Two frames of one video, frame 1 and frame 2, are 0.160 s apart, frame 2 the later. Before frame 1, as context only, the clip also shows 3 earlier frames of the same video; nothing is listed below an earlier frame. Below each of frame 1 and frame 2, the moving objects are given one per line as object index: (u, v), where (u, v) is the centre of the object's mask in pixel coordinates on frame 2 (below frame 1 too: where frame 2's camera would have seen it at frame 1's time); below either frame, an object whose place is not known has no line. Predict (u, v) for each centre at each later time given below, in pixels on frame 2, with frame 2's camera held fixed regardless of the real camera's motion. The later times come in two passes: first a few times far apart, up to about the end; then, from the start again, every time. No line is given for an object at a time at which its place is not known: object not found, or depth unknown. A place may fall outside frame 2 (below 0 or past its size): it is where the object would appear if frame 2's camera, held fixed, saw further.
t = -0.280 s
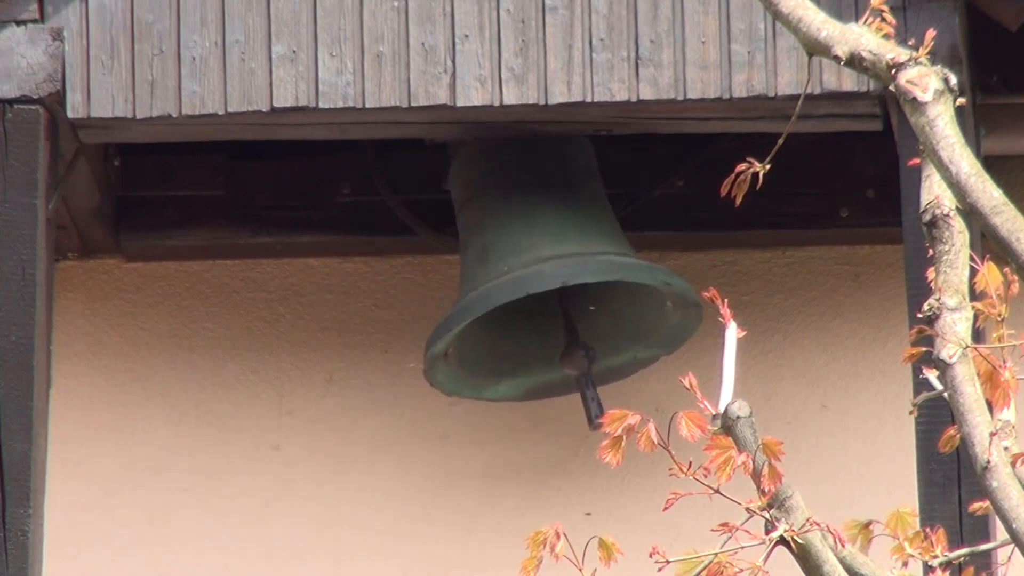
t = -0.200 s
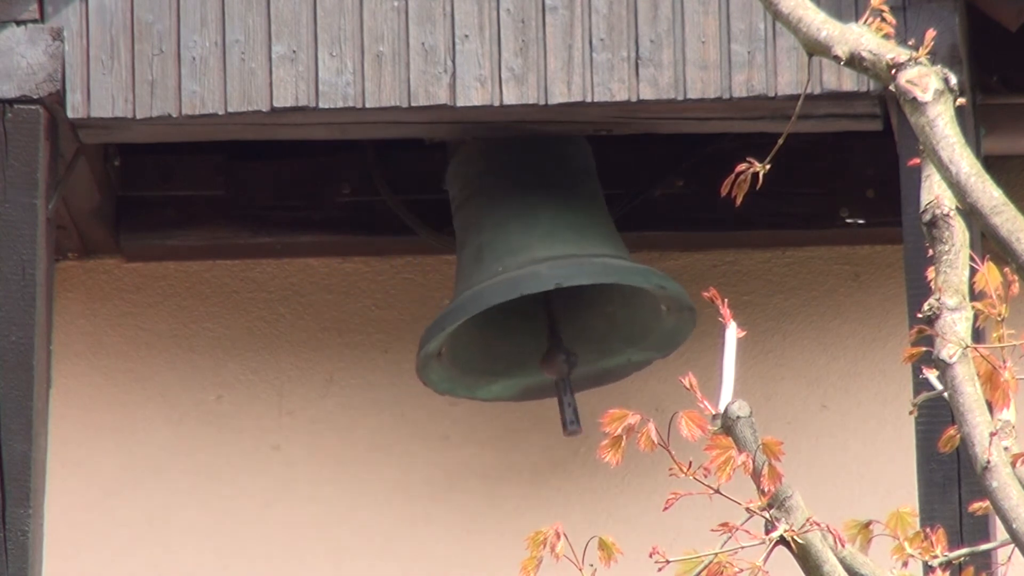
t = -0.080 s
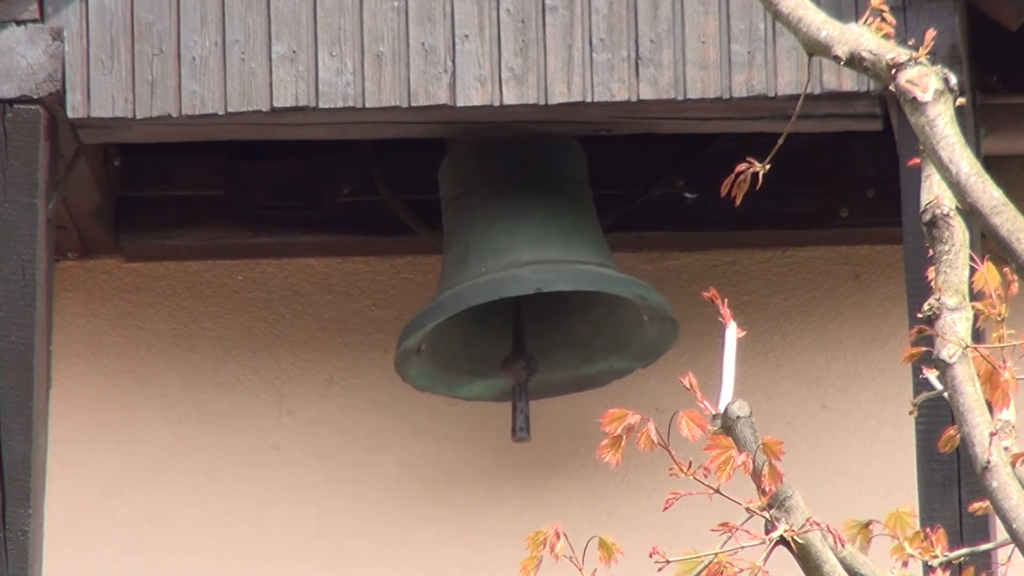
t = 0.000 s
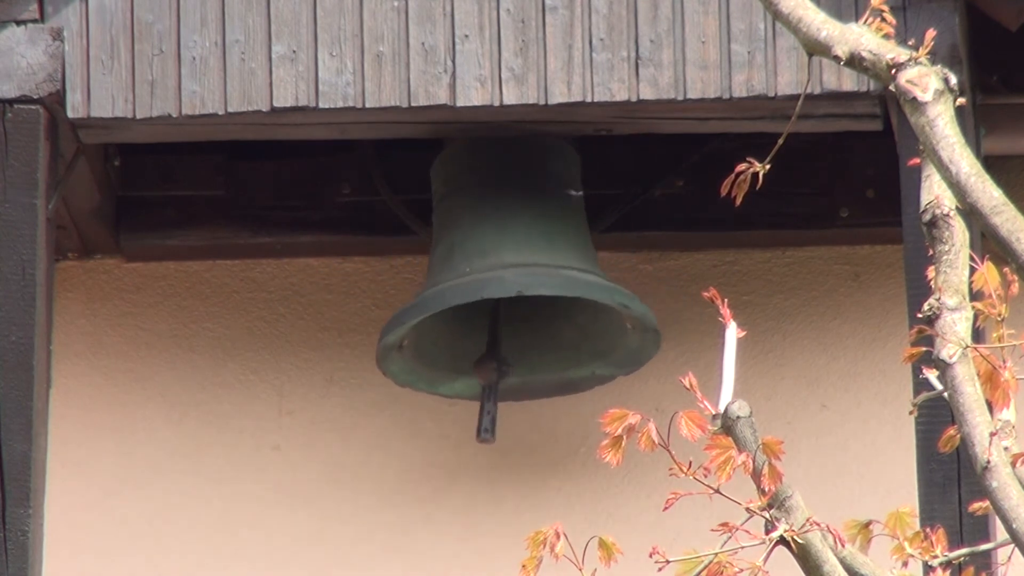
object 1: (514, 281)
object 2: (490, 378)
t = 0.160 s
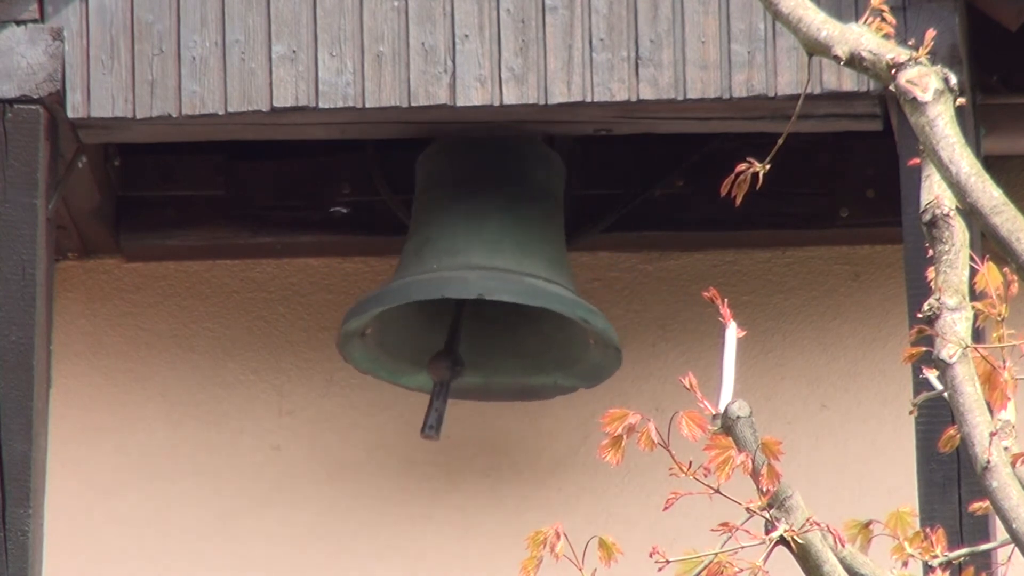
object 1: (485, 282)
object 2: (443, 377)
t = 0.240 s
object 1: (473, 281)
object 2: (430, 376)
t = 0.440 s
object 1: (459, 279)
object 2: (431, 377)
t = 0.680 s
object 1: (474, 281)
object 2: (482, 379)
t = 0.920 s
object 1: (505, 282)
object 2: (532, 375)
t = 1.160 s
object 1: (523, 280)
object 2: (542, 375)
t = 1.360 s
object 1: (518, 281)
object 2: (518, 378)
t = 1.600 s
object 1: (497, 282)
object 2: (480, 378)
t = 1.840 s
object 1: (482, 282)
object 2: (464, 378)
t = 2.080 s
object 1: (483, 282)
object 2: (477, 379)
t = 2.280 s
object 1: (492, 282)
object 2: (500, 379)
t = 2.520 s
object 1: (501, 282)
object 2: (516, 376)
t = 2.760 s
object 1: (502, 282)
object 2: (508, 377)
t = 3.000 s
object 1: (500, 282)
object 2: (489, 378)
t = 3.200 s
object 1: (499, 282)
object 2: (481, 378)
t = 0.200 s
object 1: (478, 281)
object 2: (436, 376)
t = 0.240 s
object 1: (473, 281)
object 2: (430, 376)
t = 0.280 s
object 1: (467, 280)
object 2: (426, 375)
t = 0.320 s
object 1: (464, 280)
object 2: (425, 375)
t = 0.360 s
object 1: (461, 279)
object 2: (425, 375)
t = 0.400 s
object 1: (459, 279)
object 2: (427, 376)
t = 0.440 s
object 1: (459, 279)
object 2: (431, 377)
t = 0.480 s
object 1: (459, 279)
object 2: (437, 377)
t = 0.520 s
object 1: (460, 280)
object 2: (445, 379)
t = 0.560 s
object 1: (463, 280)
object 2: (453, 378)
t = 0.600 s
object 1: (466, 281)
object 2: (462, 379)
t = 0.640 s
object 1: (470, 281)
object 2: (472, 379)
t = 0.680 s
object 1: (474, 281)
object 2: (482, 379)
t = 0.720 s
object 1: (479, 281)
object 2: (492, 379)
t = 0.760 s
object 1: (484, 282)
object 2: (501, 378)
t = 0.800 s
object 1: (490, 282)
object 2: (510, 377)
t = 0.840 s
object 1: (495, 282)
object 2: (519, 377)
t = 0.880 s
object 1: (500, 282)
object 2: (526, 376)
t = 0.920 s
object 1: (505, 282)
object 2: (532, 375)
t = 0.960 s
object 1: (510, 282)
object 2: (537, 375)
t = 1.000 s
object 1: (514, 281)
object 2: (541, 374)
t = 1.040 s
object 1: (518, 281)
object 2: (543, 373)
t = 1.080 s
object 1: (521, 281)
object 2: (544, 375)
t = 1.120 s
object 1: (522, 281)
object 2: (543, 373)
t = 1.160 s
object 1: (523, 280)
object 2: (542, 375)
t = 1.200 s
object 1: (523, 280)
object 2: (539, 374)
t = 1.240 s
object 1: (523, 280)
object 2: (535, 376)
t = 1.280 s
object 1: (522, 281)
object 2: (530, 375)
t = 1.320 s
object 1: (520, 281)
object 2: (524, 376)
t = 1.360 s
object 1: (518, 281)
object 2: (518, 378)
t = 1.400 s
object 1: (515, 281)
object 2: (512, 378)
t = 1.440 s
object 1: (512, 281)
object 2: (505, 379)
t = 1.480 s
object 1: (509, 282)
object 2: (498, 379)
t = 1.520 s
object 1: (505, 282)
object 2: (492, 379)
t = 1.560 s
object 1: (501, 282)
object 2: (485, 379)
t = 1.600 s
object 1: (497, 282)
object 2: (480, 378)
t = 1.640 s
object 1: (494, 282)
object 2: (475, 379)
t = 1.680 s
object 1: (491, 282)
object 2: (471, 379)
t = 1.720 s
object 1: (488, 282)
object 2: (467, 379)
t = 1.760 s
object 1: (485, 282)
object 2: (465, 379)
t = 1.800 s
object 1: (483, 282)
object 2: (464, 379)
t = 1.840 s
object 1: (482, 282)
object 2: (464, 378)
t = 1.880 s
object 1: (481, 282)
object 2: (464, 378)
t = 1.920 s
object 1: (481, 282)
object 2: (465, 378)
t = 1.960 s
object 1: (481, 282)
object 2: (467, 378)
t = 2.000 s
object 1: (481, 282)
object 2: (470, 378)
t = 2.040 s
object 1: (482, 282)
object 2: (474, 379)
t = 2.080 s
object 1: (483, 282)
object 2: (477, 379)
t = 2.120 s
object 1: (485, 282)
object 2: (482, 377)
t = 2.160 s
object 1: (486, 282)
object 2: (486, 378)
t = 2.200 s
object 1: (488, 282)
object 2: (491, 379)
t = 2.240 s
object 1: (490, 282)
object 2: (496, 377)
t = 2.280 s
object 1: (492, 282)
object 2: (500, 379)
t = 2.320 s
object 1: (493, 282)
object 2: (505, 380)
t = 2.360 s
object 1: (495, 282)
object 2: (508, 378)
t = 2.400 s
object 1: (497, 282)
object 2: (511, 377)
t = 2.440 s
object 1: (498, 282)
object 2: (513, 377)
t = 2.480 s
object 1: (500, 282)
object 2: (515, 379)
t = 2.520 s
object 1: (501, 282)
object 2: (516, 376)
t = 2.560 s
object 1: (501, 282)
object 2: (516, 377)
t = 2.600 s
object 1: (502, 282)
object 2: (516, 377)
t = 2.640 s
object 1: (502, 282)
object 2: (515, 378)
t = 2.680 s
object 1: (502, 282)
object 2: (513, 377)
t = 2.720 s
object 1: (502, 282)
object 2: (511, 379)
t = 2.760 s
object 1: (502, 282)
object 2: (508, 377)
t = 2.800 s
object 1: (502, 282)
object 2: (506, 377)
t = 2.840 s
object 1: (501, 282)
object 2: (502, 378)
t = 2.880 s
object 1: (501, 282)
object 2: (499, 378)
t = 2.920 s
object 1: (500, 282)
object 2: (495, 378)
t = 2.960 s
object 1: (500, 282)
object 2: (492, 380)
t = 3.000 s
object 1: (500, 282)
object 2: (489, 378)
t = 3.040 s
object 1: (500, 282)
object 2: (486, 380)
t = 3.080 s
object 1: (499, 282)
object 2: (484, 378)
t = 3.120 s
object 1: (500, 282)
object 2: (483, 379)
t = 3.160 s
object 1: (499, 282)
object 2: (482, 378)
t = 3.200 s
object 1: (499, 282)
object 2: (481, 378)
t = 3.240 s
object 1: (499, 282)
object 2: (482, 378)
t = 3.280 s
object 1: (499, 282)
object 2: (483, 379)
